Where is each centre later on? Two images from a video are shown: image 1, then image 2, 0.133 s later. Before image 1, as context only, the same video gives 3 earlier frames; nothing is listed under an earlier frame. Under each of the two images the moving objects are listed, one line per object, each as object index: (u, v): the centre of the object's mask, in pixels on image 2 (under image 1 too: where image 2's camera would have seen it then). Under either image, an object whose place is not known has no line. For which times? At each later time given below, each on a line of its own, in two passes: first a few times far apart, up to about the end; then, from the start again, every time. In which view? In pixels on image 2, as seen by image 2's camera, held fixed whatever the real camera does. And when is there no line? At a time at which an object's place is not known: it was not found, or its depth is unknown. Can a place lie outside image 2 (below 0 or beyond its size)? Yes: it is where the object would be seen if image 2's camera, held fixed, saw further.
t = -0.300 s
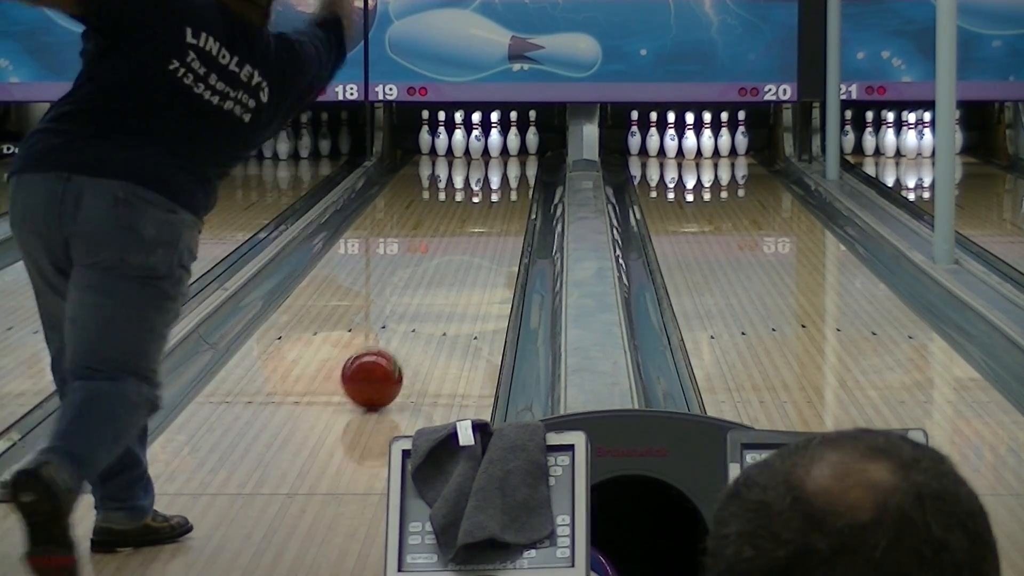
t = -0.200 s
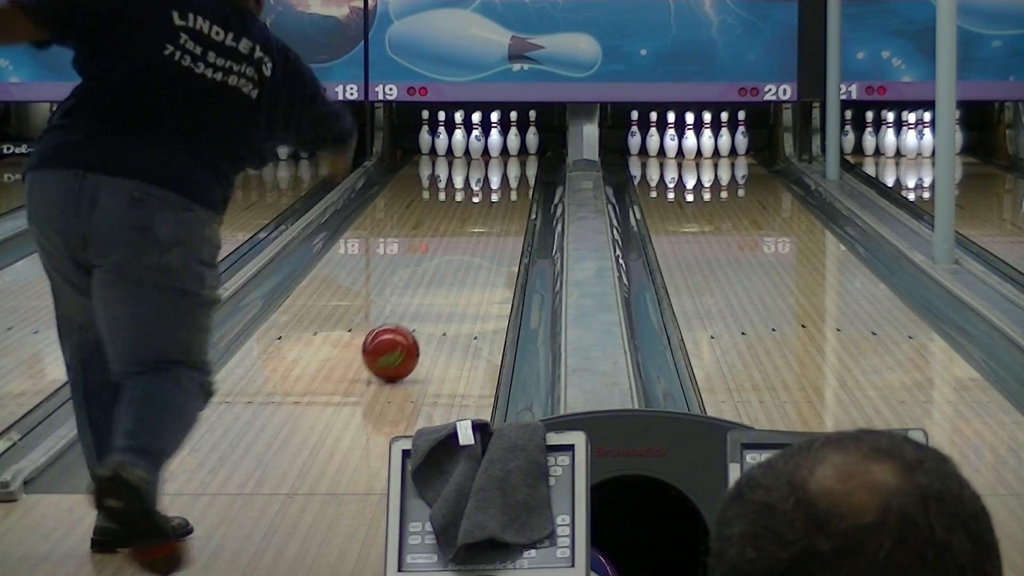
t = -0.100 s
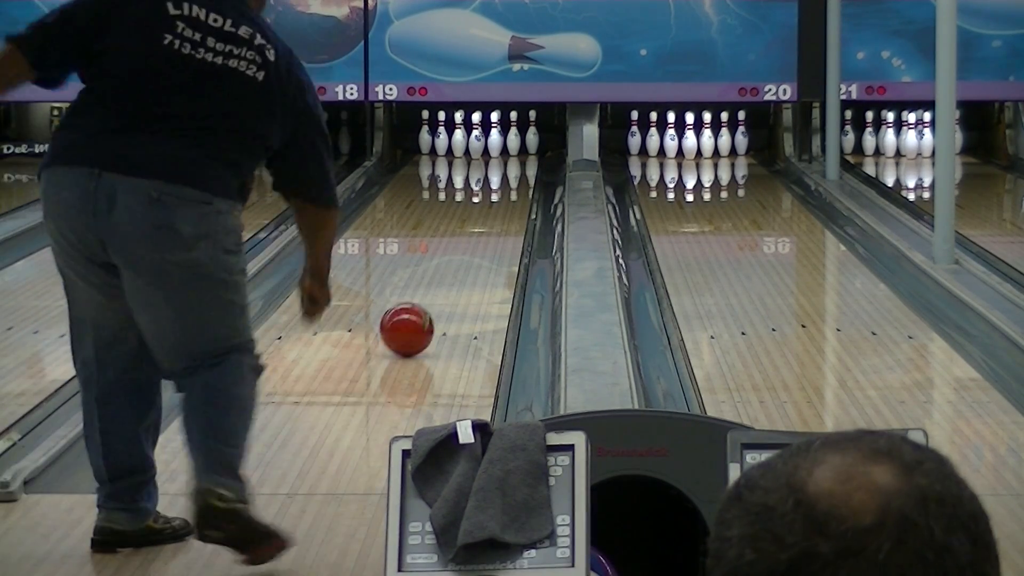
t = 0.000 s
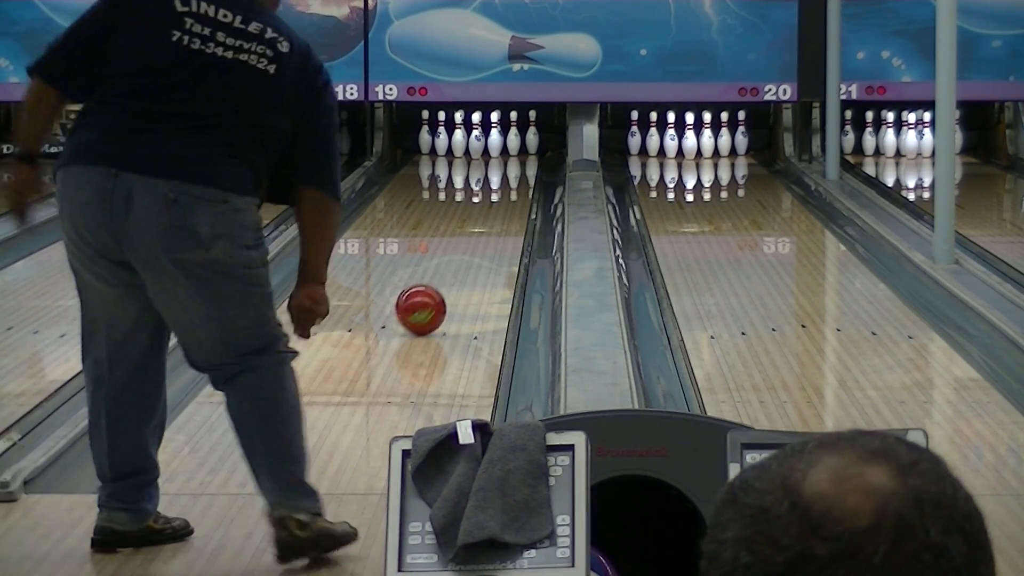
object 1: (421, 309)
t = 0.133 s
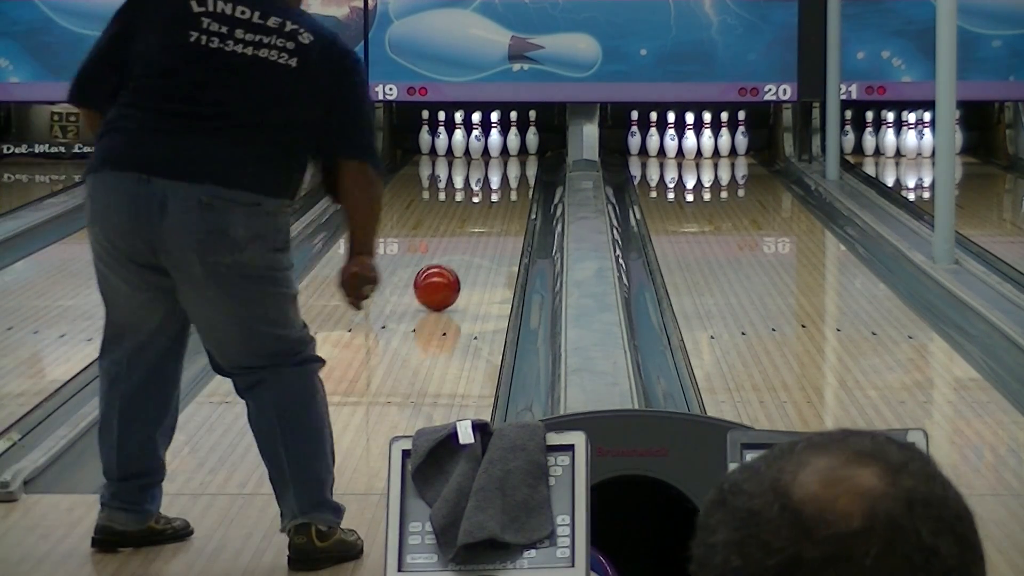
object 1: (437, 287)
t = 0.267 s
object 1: (455, 265)
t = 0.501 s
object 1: (469, 236)
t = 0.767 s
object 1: (485, 208)
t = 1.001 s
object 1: (495, 189)
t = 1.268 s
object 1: (500, 172)
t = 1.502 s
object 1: (498, 159)
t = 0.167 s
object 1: (440, 281)
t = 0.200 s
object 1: (444, 276)
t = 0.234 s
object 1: (449, 270)
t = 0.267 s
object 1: (455, 265)
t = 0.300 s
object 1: (461, 259)
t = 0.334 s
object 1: (465, 255)
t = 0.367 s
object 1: (467, 251)
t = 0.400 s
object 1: (468, 247)
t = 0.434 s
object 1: (468, 244)
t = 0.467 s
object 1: (468, 240)
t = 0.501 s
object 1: (469, 236)
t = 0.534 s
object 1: (471, 232)
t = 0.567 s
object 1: (474, 228)
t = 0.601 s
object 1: (476, 225)
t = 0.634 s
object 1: (478, 221)
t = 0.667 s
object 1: (480, 218)
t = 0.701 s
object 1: (481, 214)
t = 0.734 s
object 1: (483, 212)
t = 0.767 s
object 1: (485, 208)
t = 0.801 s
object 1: (487, 206)
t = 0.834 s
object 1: (488, 203)
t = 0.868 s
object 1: (489, 200)
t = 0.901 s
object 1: (491, 197)
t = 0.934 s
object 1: (492, 195)
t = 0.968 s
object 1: (494, 191)
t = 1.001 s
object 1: (495, 189)
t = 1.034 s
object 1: (496, 187)
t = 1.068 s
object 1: (497, 184)
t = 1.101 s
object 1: (498, 182)
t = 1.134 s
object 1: (499, 180)
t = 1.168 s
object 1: (499, 178)
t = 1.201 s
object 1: (500, 176)
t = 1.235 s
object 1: (500, 174)
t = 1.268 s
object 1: (500, 172)
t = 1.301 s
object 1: (500, 170)
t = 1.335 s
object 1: (500, 168)
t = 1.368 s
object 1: (500, 166)
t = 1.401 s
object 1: (500, 164)
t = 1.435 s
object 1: (499, 163)
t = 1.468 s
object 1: (498, 161)
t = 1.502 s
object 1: (498, 159)
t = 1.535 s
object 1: (497, 158)
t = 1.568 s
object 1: (496, 157)
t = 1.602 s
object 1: (496, 155)
